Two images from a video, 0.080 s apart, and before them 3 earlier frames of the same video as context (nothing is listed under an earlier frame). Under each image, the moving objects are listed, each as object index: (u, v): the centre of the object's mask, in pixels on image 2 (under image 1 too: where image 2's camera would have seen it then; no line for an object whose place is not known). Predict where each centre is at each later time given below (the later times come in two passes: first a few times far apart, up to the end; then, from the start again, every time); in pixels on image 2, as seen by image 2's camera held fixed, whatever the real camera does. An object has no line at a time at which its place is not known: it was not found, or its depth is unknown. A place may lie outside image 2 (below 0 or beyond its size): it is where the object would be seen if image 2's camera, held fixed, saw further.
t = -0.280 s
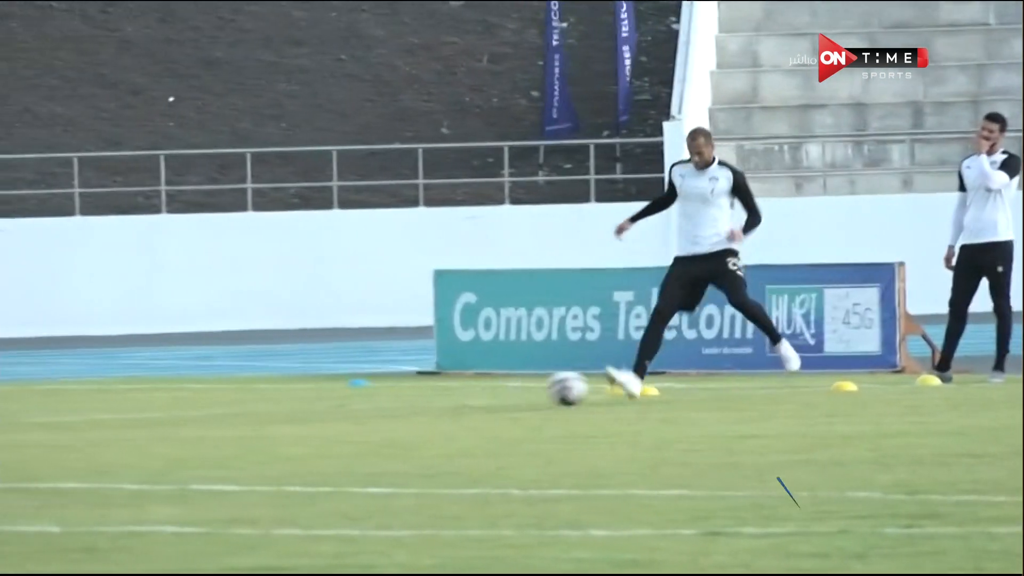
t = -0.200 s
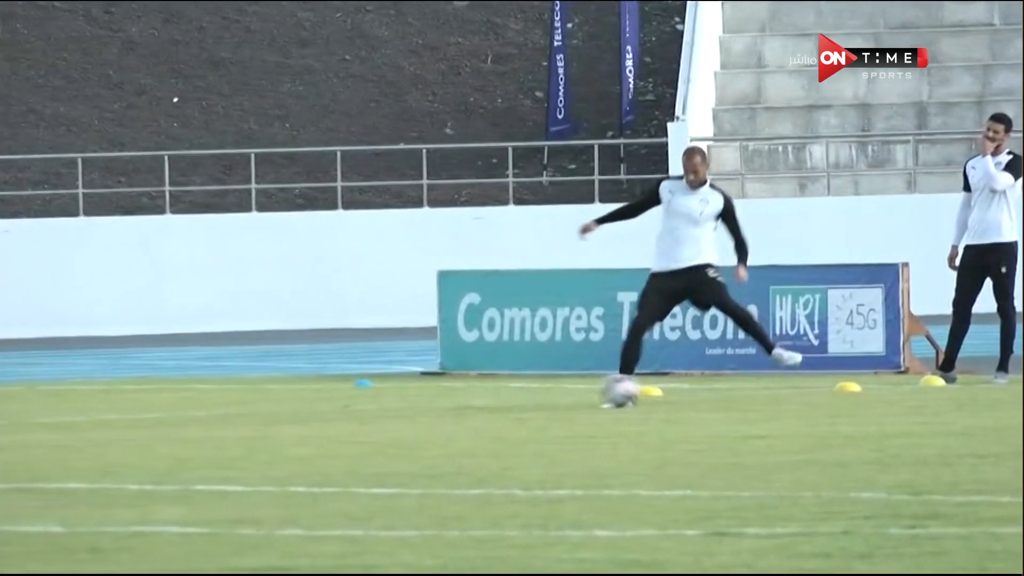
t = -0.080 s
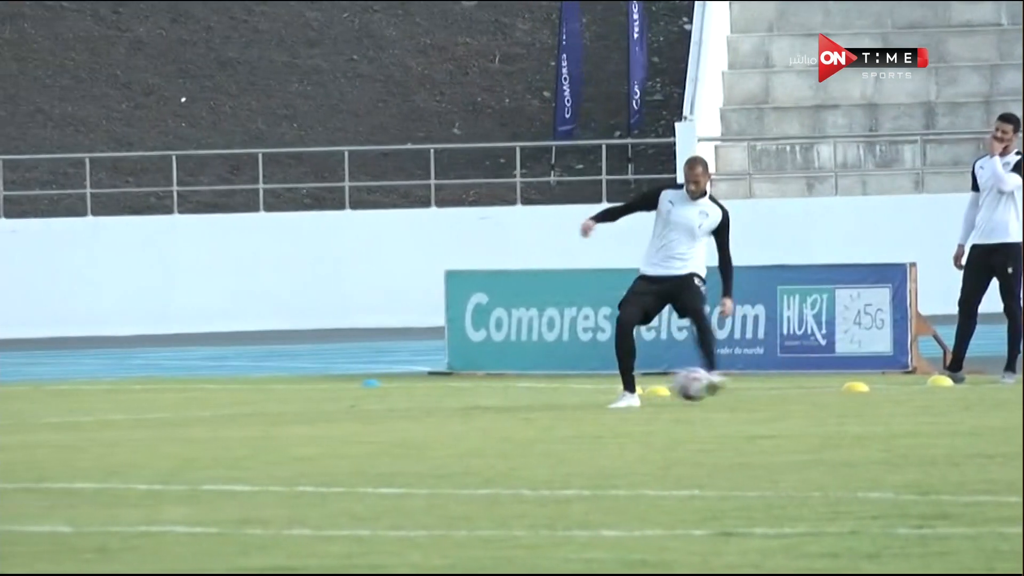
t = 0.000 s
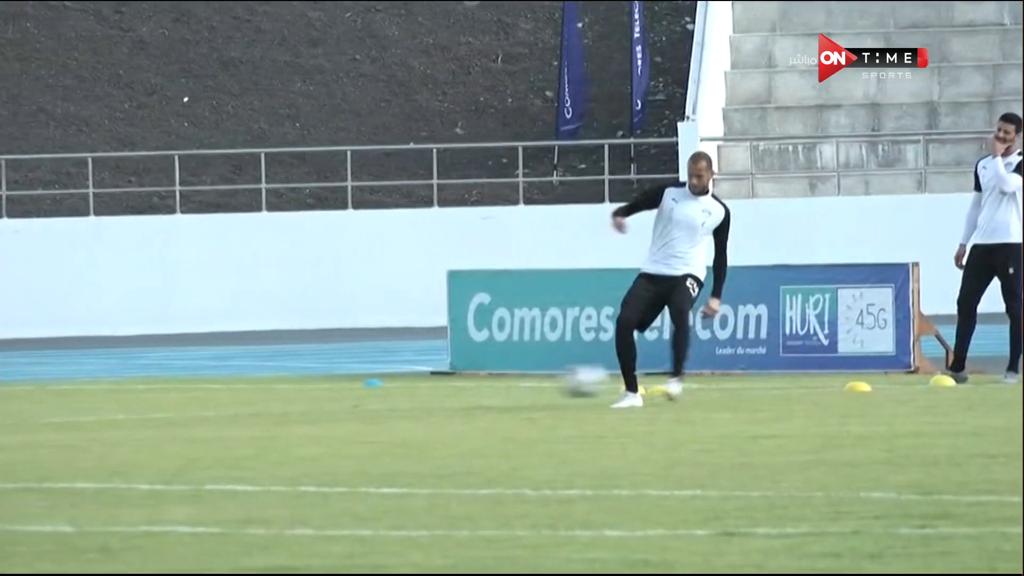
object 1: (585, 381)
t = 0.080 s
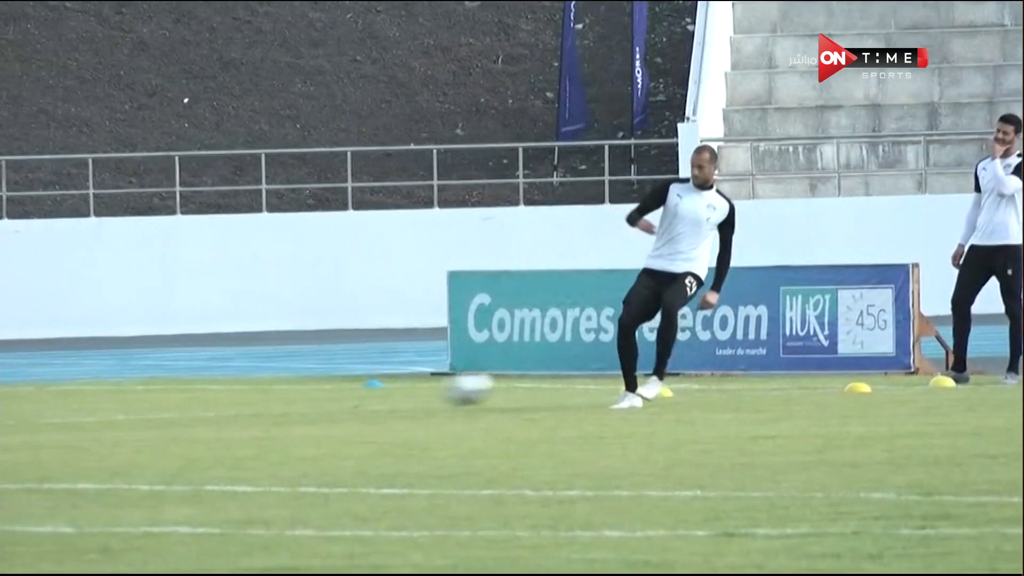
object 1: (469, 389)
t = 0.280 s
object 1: (211, 396)
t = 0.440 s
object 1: (28, 411)
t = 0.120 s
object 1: (411, 395)
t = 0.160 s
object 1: (355, 402)
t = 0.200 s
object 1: (306, 399)
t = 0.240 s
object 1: (259, 396)
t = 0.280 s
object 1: (211, 396)
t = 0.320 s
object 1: (164, 398)
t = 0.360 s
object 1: (115, 404)
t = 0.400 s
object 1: (67, 411)
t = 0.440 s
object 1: (28, 411)
